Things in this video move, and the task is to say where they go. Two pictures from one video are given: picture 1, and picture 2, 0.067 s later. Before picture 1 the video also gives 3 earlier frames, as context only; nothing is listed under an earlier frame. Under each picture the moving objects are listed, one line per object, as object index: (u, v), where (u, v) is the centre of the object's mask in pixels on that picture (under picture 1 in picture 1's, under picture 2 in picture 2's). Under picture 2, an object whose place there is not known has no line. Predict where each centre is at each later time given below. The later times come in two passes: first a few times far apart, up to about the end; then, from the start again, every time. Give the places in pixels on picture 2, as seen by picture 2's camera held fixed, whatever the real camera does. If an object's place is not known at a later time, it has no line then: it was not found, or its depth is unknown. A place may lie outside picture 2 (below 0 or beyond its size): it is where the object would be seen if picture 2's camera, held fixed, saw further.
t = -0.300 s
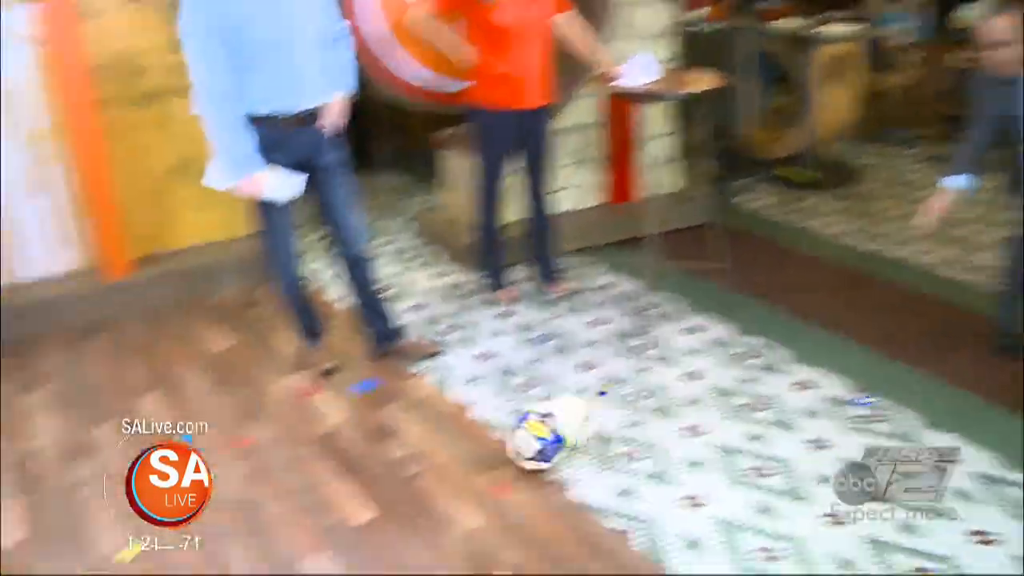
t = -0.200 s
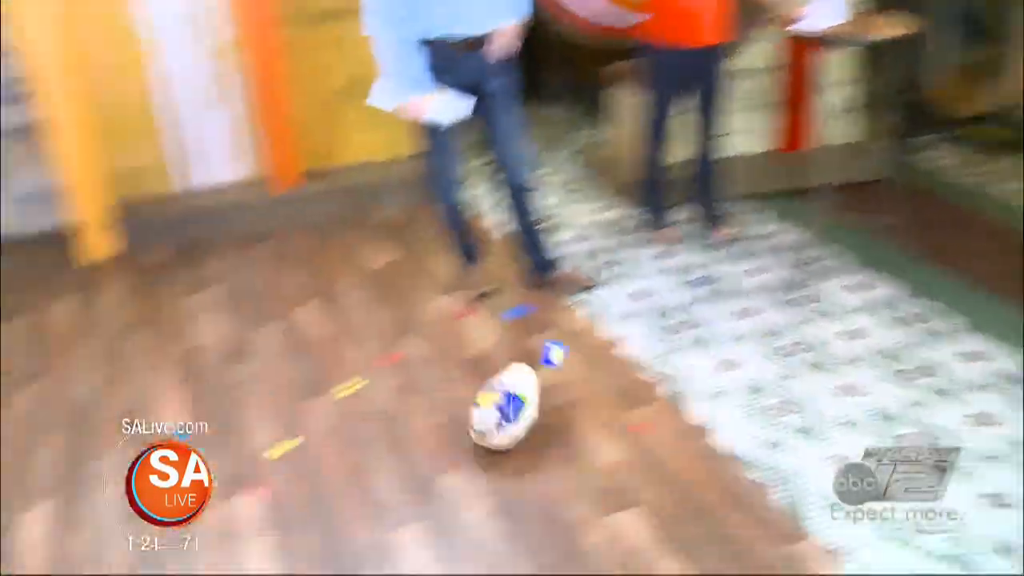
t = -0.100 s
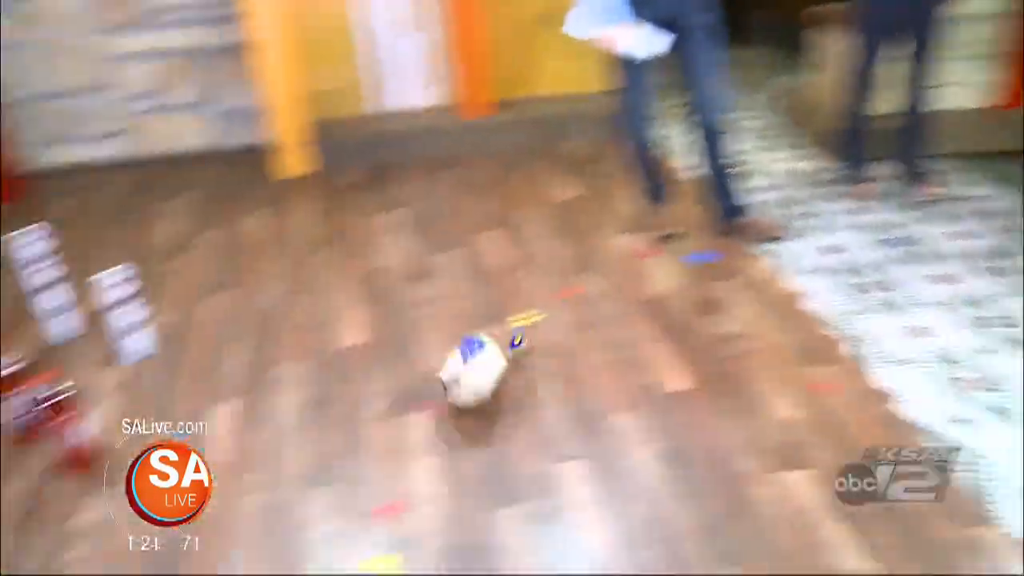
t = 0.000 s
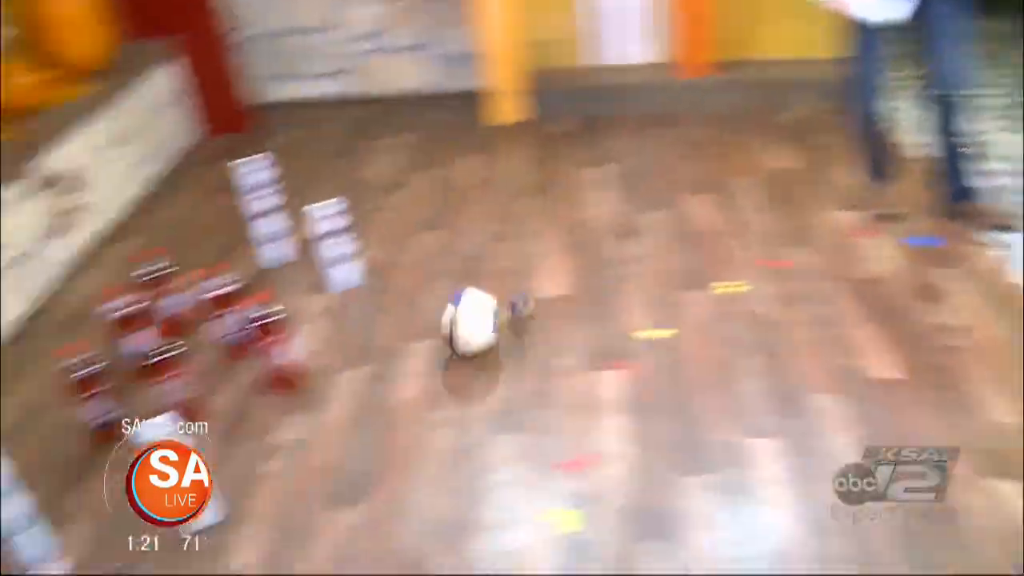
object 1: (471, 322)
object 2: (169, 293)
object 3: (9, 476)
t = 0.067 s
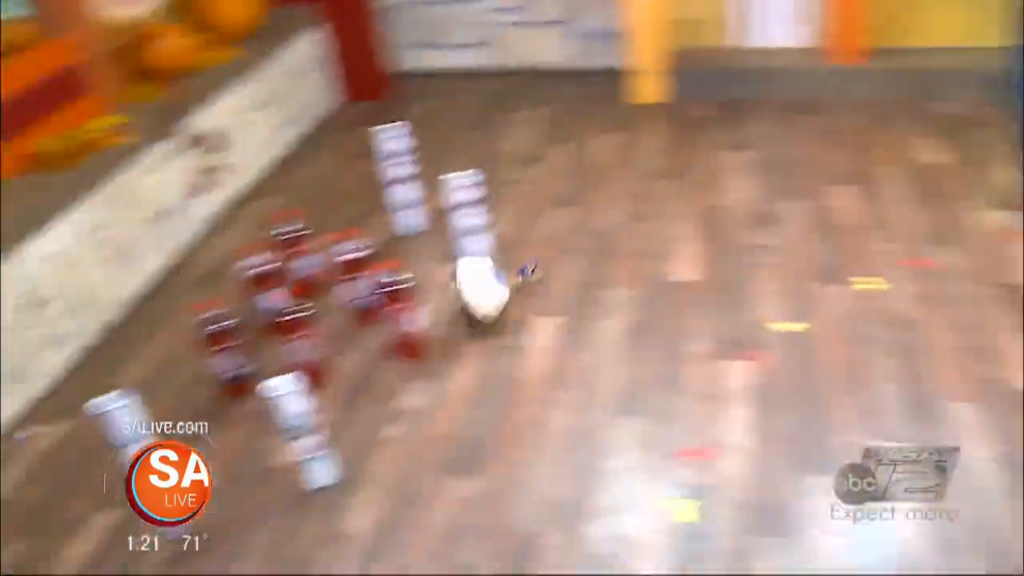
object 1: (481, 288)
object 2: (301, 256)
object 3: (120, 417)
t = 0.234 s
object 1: (351, 250)
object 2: (305, 256)
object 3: (116, 422)
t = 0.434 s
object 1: (303, 208)
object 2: (289, 246)
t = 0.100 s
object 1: (428, 280)
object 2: (300, 255)
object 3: (119, 417)
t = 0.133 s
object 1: (390, 267)
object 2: (294, 249)
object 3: (117, 420)
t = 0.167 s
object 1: (374, 266)
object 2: (307, 247)
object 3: (116, 420)
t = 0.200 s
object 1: (361, 258)
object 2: (307, 258)
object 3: (116, 421)
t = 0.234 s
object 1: (351, 250)
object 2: (305, 256)
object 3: (116, 422)
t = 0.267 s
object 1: (342, 241)
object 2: (300, 252)
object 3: (116, 422)
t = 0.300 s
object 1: (335, 232)
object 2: (296, 252)
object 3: (116, 423)
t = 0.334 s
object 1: (328, 225)
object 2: (294, 250)
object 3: (116, 424)
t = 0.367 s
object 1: (319, 220)
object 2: (292, 247)
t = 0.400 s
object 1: (310, 214)
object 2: (290, 245)
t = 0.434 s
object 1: (303, 208)
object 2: (289, 246)
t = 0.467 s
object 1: (297, 205)
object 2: (286, 244)
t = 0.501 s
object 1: (292, 200)
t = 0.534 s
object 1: (289, 197)
